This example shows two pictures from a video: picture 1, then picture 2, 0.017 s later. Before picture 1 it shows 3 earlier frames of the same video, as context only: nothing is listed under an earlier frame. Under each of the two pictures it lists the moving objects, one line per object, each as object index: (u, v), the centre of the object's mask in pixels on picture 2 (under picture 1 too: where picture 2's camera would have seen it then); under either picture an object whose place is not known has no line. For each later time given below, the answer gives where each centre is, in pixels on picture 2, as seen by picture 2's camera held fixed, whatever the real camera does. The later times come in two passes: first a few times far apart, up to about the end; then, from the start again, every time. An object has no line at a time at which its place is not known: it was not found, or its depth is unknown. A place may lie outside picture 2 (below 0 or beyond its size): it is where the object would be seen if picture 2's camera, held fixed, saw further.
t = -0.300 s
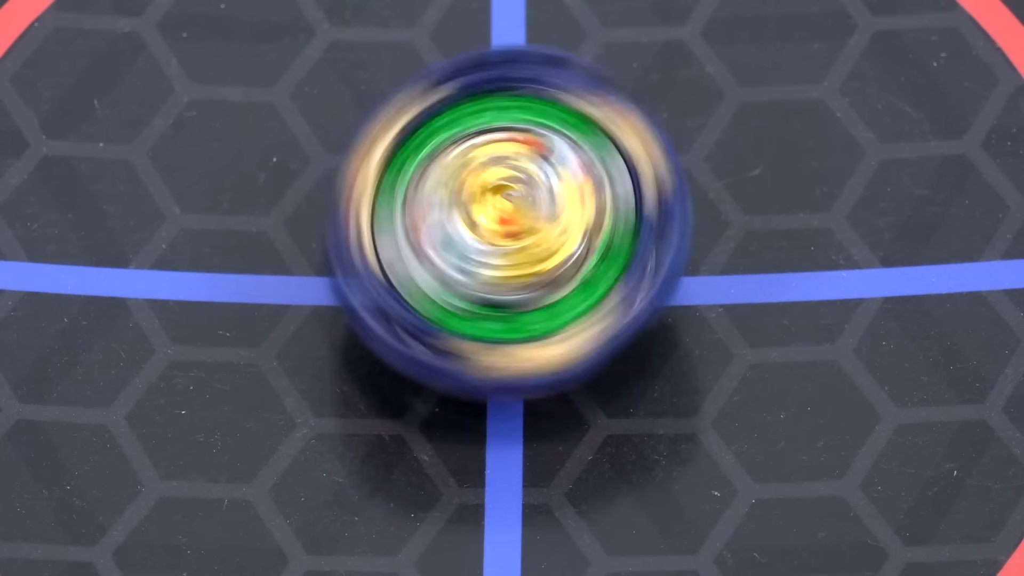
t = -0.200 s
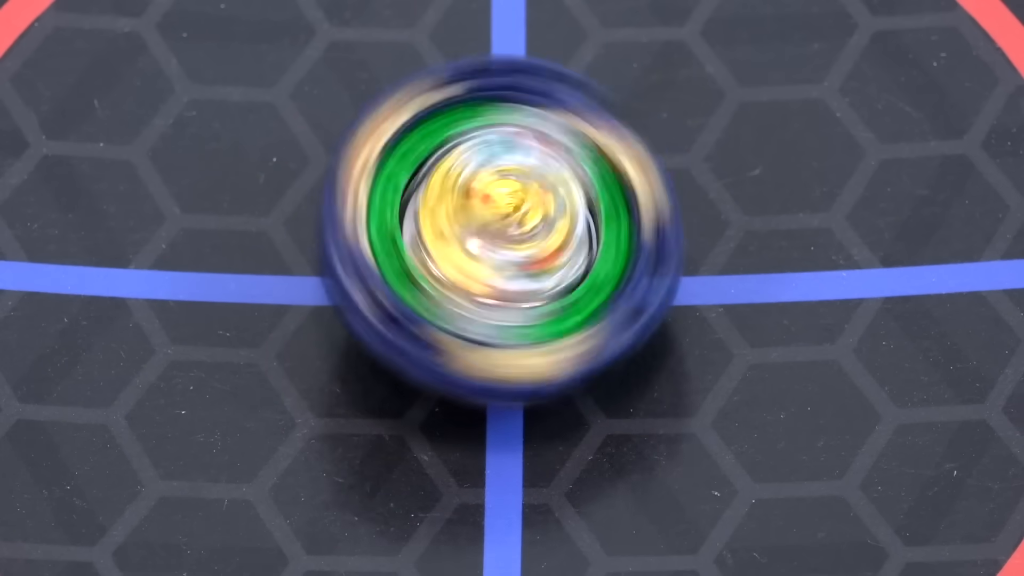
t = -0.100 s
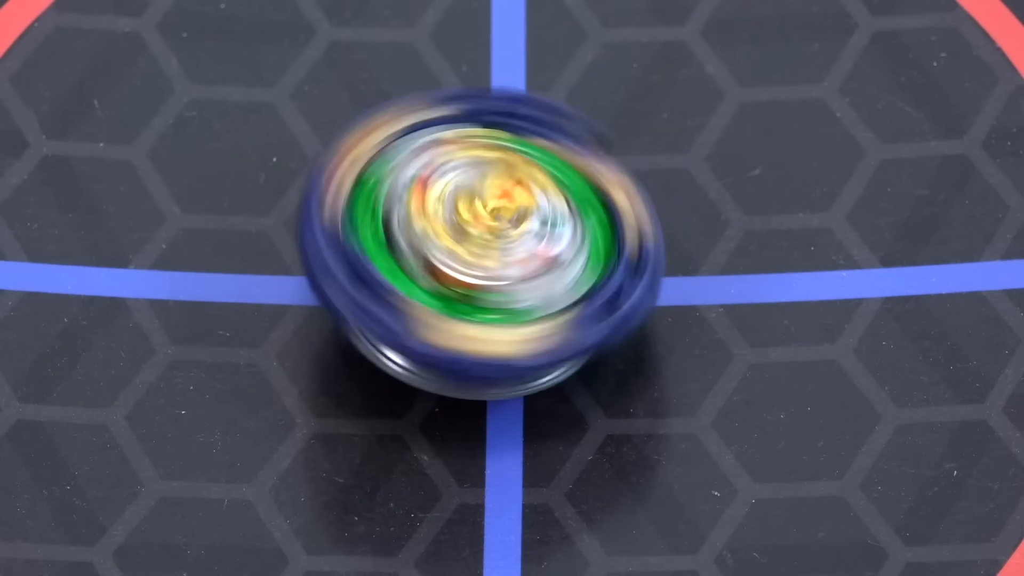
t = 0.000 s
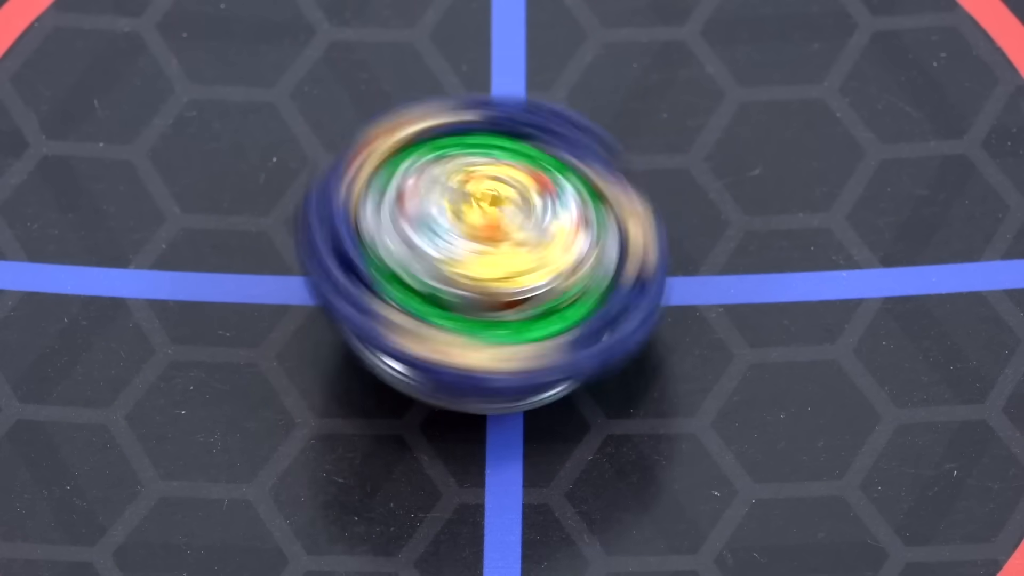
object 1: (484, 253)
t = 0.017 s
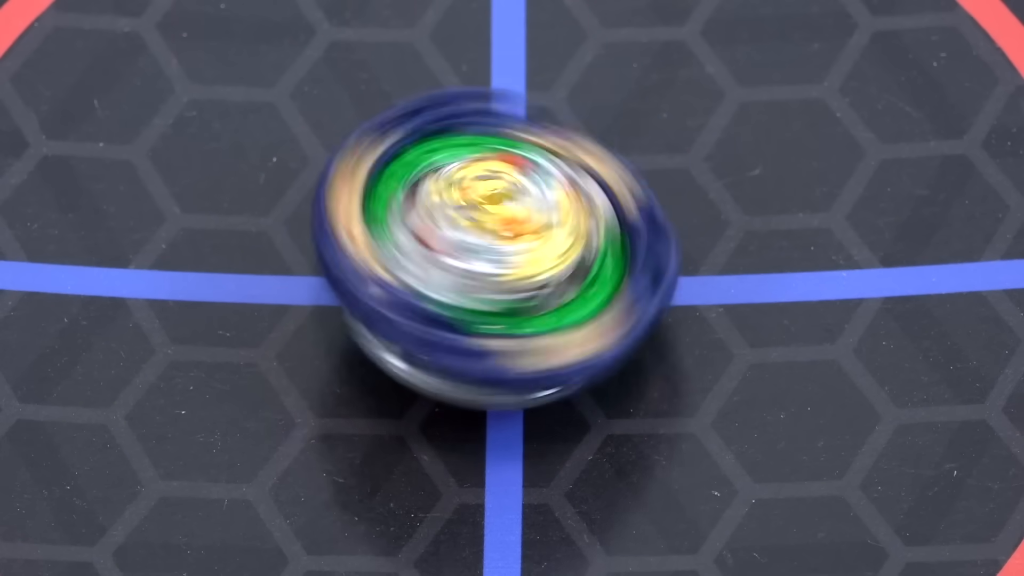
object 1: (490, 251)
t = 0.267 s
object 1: (511, 229)
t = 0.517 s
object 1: (491, 230)
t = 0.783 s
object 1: (494, 243)
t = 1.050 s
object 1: (498, 221)
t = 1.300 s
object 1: (509, 241)
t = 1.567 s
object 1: (486, 238)
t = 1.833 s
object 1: (470, 219)
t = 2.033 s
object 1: (510, 215)
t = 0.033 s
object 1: (494, 250)
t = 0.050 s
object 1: (500, 248)
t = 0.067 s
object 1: (503, 248)
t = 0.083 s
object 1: (501, 250)
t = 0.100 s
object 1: (503, 251)
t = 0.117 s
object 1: (506, 250)
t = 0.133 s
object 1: (504, 250)
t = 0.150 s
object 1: (506, 249)
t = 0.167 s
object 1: (507, 246)
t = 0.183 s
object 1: (502, 242)
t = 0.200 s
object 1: (500, 240)
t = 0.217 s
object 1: (502, 236)
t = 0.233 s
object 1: (504, 231)
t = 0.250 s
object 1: (506, 229)
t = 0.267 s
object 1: (511, 229)
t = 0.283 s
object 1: (515, 227)
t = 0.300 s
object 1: (513, 228)
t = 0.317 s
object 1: (514, 229)
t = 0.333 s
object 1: (513, 230)
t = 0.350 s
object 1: (508, 231)
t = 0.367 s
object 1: (505, 235)
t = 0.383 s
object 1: (503, 237)
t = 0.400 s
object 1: (502, 236)
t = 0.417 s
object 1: (499, 233)
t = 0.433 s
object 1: (498, 232)
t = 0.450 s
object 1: (497, 232)
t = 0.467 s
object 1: (498, 232)
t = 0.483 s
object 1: (498, 233)
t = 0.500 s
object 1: (496, 231)
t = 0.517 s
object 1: (491, 230)
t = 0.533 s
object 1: (489, 229)
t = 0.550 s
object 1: (490, 227)
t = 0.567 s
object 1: (488, 228)
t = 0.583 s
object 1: (491, 228)
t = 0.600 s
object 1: (497, 228)
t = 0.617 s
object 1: (499, 228)
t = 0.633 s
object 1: (502, 230)
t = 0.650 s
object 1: (505, 232)
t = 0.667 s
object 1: (506, 235)
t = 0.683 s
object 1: (504, 238)
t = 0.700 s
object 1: (504, 241)
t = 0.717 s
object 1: (505, 242)
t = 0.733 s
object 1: (502, 243)
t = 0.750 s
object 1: (500, 244)
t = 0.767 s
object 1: (498, 243)
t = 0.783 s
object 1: (494, 243)
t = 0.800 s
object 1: (489, 242)
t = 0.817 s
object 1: (490, 241)
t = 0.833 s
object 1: (493, 238)
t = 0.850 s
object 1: (493, 235)
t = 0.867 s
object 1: (492, 237)
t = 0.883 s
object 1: (490, 239)
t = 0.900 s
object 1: (486, 240)
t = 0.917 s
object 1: (482, 239)
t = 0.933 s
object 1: (482, 238)
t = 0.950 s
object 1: (485, 235)
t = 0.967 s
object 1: (485, 230)
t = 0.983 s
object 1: (487, 227)
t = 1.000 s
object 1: (490, 224)
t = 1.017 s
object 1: (492, 221)
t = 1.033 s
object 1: (494, 220)
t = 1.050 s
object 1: (498, 221)
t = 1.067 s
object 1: (503, 219)
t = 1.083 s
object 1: (507, 220)
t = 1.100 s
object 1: (512, 223)
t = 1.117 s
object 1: (515, 224)
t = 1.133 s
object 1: (512, 227)
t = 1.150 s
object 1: (510, 230)
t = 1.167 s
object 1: (510, 232)
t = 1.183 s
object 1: (511, 231)
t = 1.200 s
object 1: (509, 231)
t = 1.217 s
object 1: (511, 232)
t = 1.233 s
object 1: (513, 233)
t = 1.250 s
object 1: (513, 235)
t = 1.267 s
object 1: (511, 238)
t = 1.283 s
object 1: (510, 240)
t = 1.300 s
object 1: (509, 241)
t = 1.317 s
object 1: (507, 242)
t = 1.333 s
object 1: (501, 246)
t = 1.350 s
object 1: (498, 248)
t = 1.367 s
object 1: (494, 249)
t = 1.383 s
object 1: (490, 246)
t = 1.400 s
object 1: (490, 246)
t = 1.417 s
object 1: (491, 244)
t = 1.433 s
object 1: (494, 242)
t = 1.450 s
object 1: (494, 242)
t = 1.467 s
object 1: (495, 246)
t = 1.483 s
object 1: (496, 249)
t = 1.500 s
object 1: (496, 248)
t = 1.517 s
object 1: (496, 247)
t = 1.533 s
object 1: (495, 244)
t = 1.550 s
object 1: (492, 241)
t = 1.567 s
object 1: (486, 238)
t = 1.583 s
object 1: (484, 235)
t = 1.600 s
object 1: (484, 232)
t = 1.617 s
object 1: (480, 229)
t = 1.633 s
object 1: (479, 228)
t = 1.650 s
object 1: (479, 224)
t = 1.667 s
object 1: (479, 220)
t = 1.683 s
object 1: (477, 219)
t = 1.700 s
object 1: (477, 220)
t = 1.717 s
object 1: (479, 221)
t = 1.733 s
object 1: (483, 220)
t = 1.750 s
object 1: (482, 219)
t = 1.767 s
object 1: (479, 221)
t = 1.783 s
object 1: (476, 222)
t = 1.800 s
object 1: (475, 221)
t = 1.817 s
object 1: (471, 218)
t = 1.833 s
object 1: (470, 219)
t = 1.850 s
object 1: (473, 218)
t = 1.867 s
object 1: (479, 217)
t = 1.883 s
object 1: (484, 214)
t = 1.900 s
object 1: (490, 213)
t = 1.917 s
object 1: (496, 213)
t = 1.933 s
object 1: (504, 213)
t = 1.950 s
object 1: (510, 213)
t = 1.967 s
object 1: (516, 213)
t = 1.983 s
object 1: (520, 212)
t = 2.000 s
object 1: (517, 213)
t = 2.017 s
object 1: (514, 214)
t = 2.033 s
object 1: (510, 215)
